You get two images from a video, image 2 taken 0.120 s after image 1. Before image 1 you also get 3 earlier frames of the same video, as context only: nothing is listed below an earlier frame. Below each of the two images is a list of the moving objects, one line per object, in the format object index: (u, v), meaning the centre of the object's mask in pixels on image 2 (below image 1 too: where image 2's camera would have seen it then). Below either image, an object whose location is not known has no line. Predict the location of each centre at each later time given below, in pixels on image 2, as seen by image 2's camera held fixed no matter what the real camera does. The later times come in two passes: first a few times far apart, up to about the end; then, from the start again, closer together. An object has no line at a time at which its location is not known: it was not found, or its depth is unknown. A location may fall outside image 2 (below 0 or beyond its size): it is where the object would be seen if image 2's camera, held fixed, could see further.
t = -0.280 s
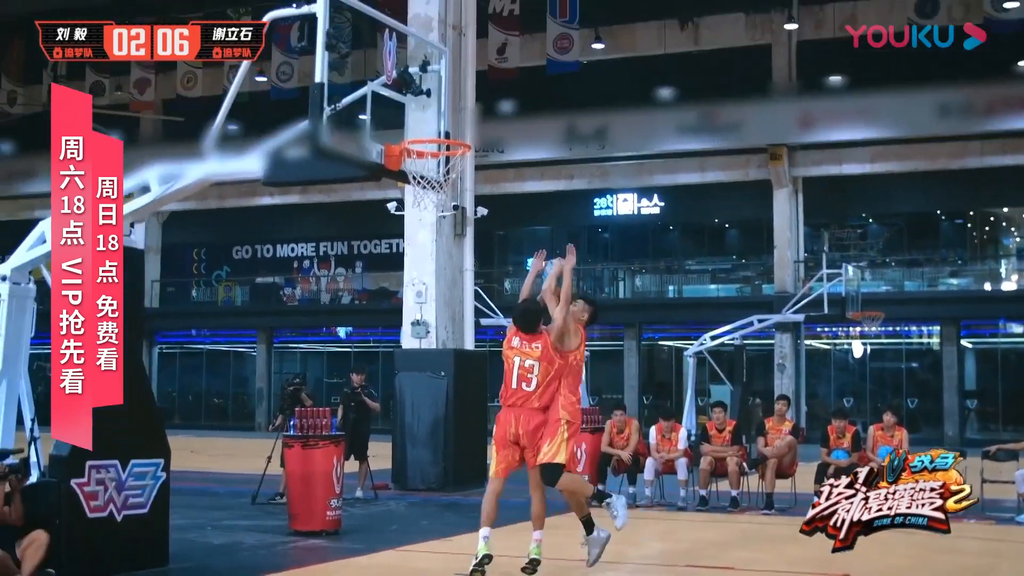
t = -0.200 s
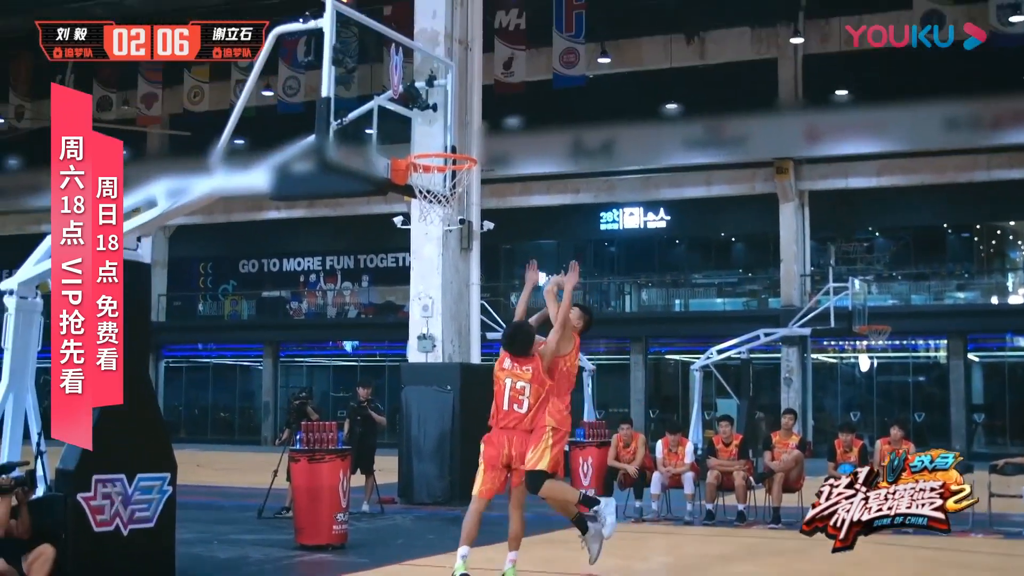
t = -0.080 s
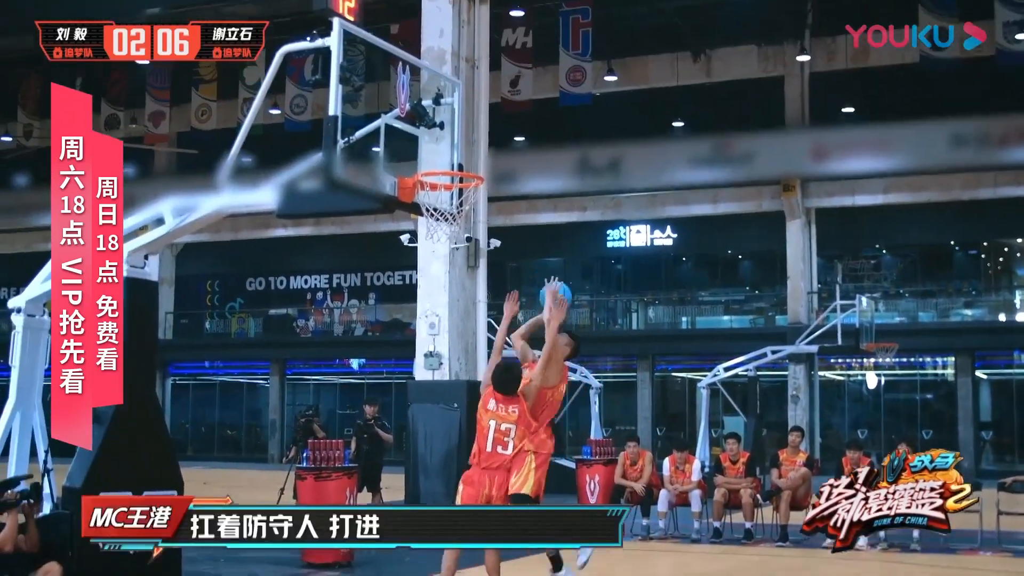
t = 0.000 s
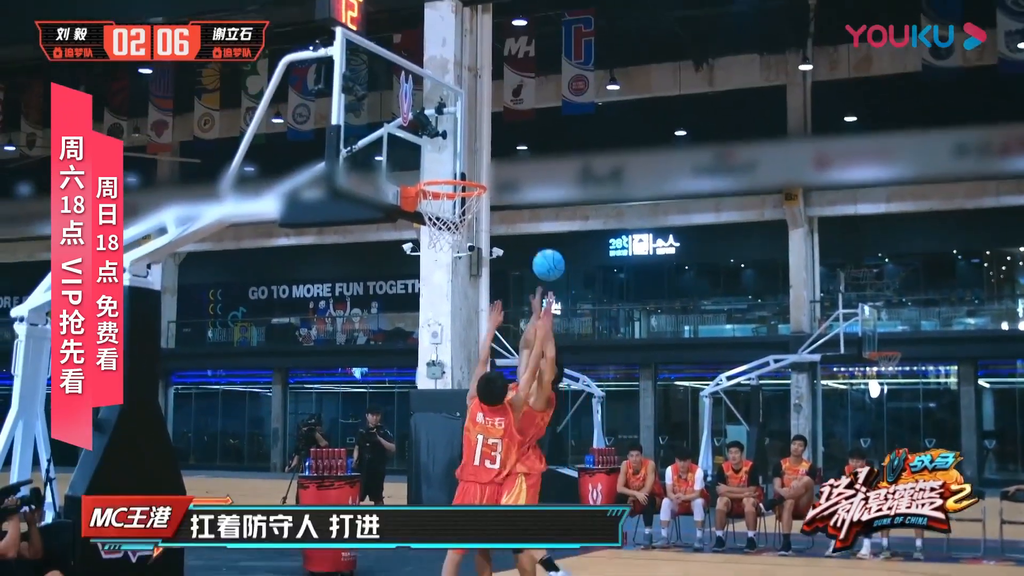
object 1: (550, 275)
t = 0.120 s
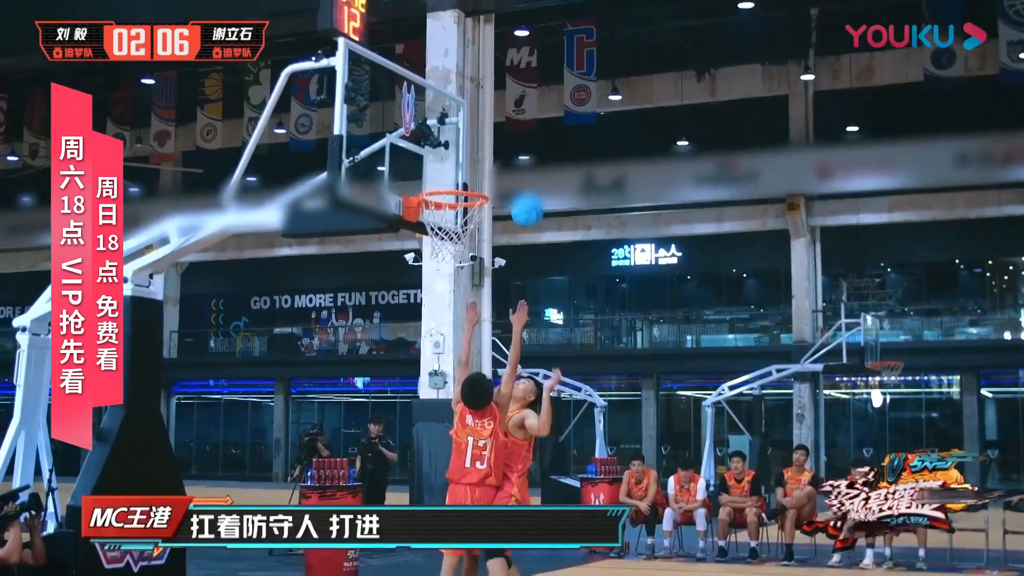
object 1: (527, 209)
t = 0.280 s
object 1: (495, 154)
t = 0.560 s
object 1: (443, 130)
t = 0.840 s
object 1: (450, 218)
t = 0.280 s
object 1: (495, 154)
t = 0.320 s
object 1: (487, 144)
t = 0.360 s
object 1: (479, 136)
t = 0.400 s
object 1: (471, 131)
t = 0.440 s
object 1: (462, 128)
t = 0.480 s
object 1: (454, 126)
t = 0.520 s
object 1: (445, 127)
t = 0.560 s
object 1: (443, 130)
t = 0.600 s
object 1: (444, 136)
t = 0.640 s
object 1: (445, 144)
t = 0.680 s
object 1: (446, 154)
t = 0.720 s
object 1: (447, 166)
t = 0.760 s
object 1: (449, 179)
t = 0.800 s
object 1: (448, 199)
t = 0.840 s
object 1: (450, 218)
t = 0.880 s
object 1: (451, 240)
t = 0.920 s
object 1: (452, 265)
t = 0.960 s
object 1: (452, 291)
